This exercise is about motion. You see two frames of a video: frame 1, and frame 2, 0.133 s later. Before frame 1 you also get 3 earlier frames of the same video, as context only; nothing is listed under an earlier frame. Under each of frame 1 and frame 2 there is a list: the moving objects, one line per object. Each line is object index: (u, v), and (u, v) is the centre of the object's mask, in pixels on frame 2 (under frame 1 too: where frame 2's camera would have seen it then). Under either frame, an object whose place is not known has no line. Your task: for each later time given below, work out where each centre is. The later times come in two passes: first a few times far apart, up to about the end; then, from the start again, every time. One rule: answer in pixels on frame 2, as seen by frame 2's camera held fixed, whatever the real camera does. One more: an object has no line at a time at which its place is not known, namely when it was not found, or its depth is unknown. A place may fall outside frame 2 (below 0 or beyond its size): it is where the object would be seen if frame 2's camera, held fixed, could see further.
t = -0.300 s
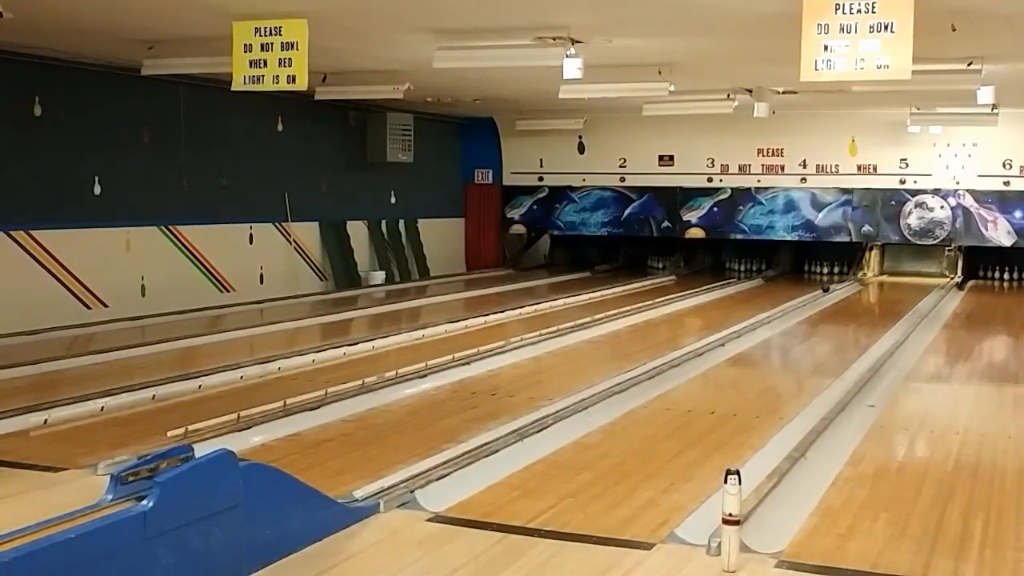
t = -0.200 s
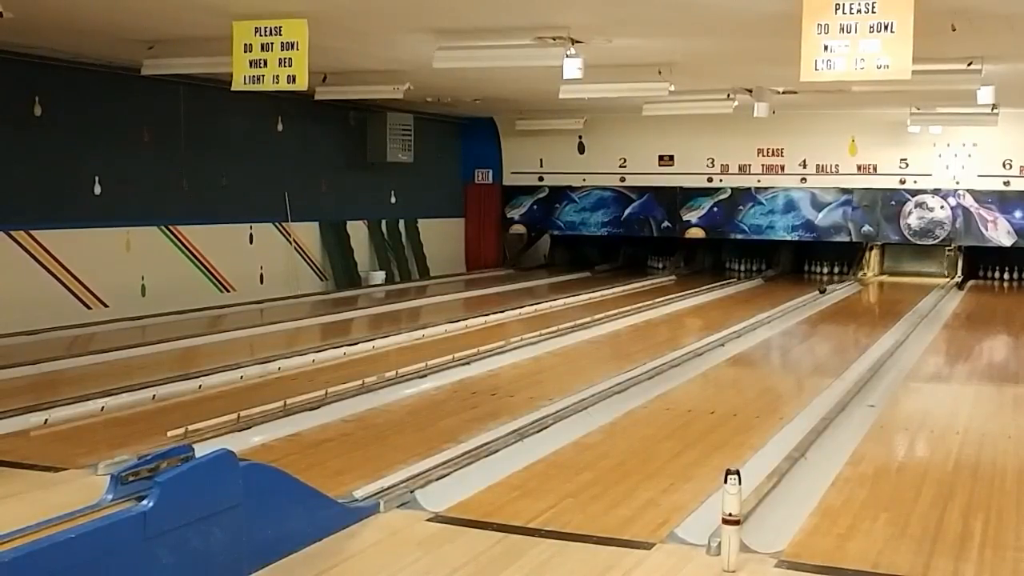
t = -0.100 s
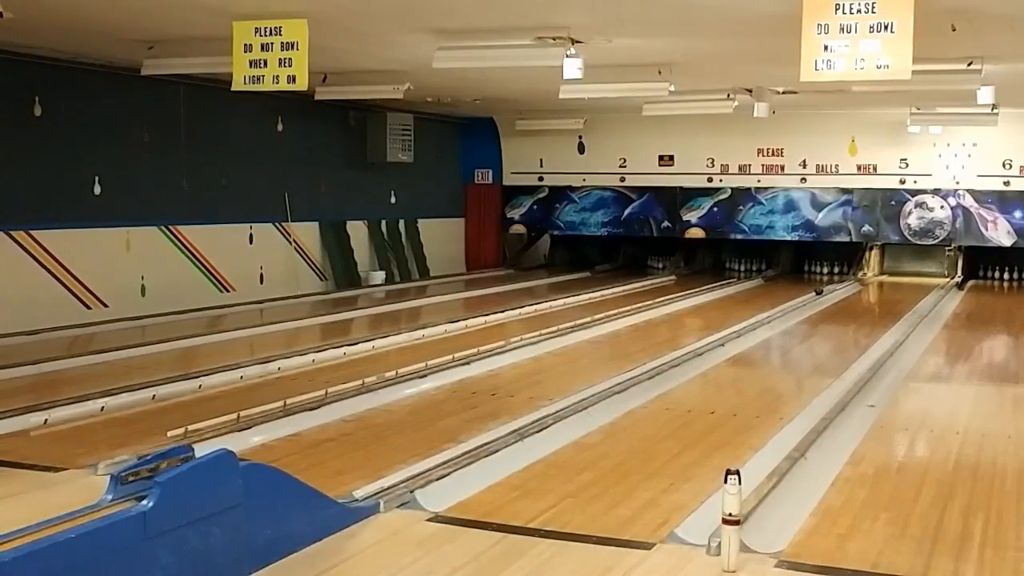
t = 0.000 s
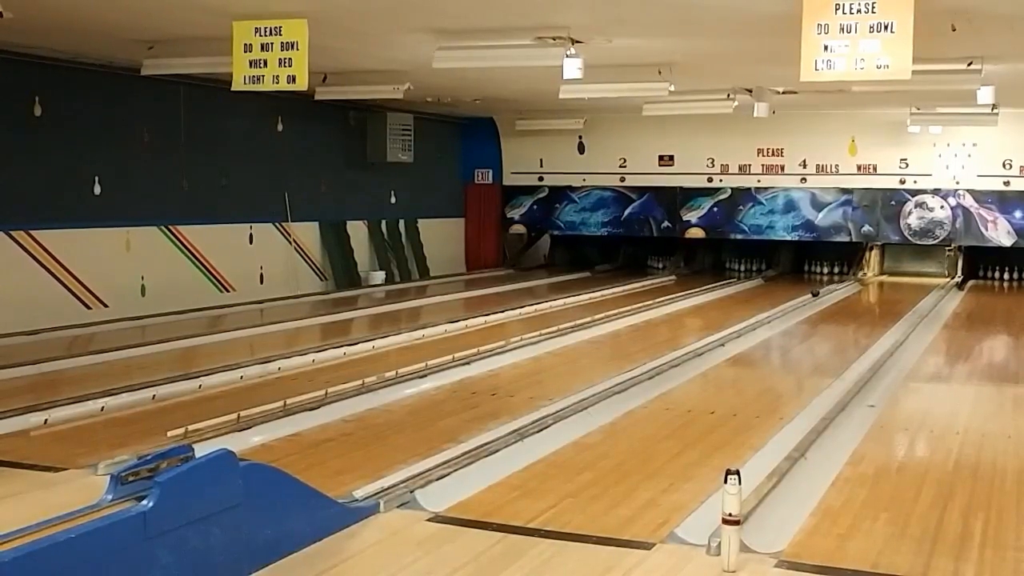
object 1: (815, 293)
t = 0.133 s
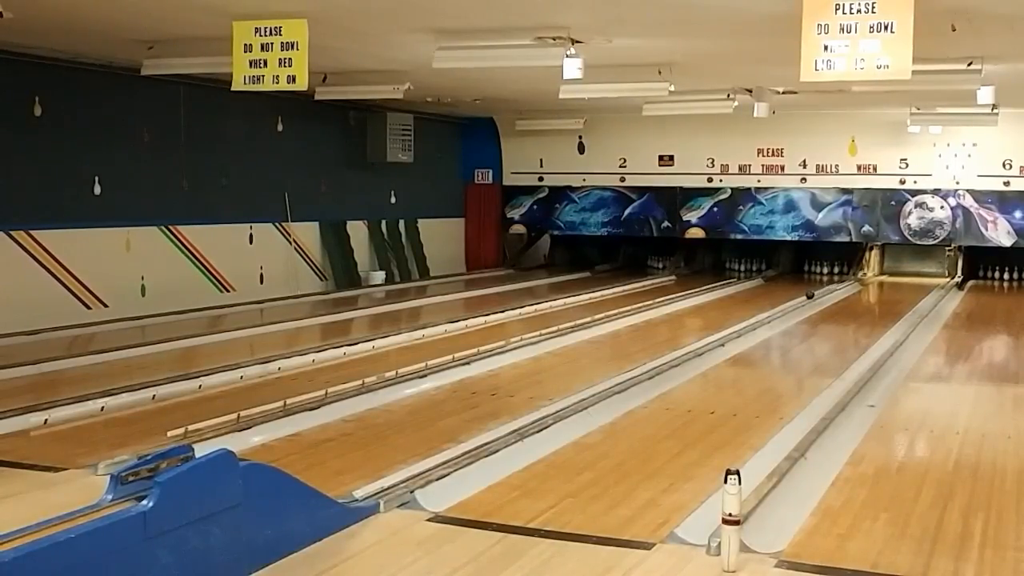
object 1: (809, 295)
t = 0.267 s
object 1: (804, 297)
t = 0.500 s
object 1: (794, 301)
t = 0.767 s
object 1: (782, 307)
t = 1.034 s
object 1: (768, 313)
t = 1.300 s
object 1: (753, 319)
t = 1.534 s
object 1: (739, 325)
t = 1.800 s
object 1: (720, 334)
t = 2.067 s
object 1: (699, 343)
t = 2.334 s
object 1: (675, 353)
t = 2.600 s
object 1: (648, 365)
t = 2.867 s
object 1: (617, 378)
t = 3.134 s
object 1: (580, 394)
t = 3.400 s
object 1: (536, 414)
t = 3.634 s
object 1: (490, 434)
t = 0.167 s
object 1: (808, 295)
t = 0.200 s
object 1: (807, 296)
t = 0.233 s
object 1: (806, 296)
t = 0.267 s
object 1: (804, 297)
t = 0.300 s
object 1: (803, 298)
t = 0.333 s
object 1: (801, 299)
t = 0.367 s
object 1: (800, 299)
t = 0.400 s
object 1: (798, 300)
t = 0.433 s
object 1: (797, 300)
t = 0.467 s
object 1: (796, 300)
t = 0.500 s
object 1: (794, 301)
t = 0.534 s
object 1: (793, 302)
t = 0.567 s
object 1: (791, 302)
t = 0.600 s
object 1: (790, 303)
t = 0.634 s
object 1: (788, 304)
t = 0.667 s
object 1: (787, 304)
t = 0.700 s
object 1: (785, 305)
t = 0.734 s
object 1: (783, 306)
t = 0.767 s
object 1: (782, 307)
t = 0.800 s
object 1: (780, 307)
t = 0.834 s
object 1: (778, 308)
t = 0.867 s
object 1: (777, 309)
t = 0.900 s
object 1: (775, 309)
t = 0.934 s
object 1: (773, 310)
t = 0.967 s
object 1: (771, 311)
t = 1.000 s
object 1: (770, 312)
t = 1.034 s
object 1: (768, 313)
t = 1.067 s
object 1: (766, 313)
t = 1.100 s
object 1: (764, 314)
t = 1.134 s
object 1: (763, 315)
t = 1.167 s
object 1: (761, 316)
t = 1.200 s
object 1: (759, 317)
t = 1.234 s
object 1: (757, 318)
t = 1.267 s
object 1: (755, 318)
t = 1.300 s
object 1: (753, 319)
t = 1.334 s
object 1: (751, 320)
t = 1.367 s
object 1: (749, 321)
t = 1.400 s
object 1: (747, 322)
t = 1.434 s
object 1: (745, 323)
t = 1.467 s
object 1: (743, 324)
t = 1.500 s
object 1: (741, 324)
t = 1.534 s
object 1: (739, 325)
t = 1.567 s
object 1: (737, 326)
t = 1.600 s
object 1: (734, 327)
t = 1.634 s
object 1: (732, 328)
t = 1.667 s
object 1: (729, 329)
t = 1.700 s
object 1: (727, 330)
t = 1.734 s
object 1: (724, 331)
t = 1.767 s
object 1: (722, 333)
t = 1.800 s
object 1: (720, 334)
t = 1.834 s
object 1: (717, 335)
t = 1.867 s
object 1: (715, 336)
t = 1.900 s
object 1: (712, 337)
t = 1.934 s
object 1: (710, 338)
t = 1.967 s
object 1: (707, 339)
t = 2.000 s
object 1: (705, 340)
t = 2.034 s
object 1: (702, 342)
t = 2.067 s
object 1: (699, 343)
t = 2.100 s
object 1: (696, 344)
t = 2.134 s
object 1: (693, 345)
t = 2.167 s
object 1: (691, 346)
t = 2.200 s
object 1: (688, 348)
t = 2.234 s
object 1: (684, 349)
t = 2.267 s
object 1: (681, 350)
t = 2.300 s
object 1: (678, 352)
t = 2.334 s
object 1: (675, 353)
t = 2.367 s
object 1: (672, 355)
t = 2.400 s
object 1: (669, 356)
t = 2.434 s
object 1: (666, 357)
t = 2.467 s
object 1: (662, 359)
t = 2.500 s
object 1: (659, 360)
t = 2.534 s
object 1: (656, 362)
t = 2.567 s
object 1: (652, 363)
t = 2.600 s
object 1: (648, 365)
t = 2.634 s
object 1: (645, 367)
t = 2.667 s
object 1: (641, 368)
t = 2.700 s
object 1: (637, 370)
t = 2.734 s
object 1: (633, 371)
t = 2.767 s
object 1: (630, 373)
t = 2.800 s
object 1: (625, 374)
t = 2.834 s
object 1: (621, 376)
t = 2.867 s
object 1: (617, 378)
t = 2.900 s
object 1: (612, 380)
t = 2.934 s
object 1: (608, 382)
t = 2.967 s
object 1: (603, 384)
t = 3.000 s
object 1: (599, 386)
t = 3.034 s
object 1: (594, 388)
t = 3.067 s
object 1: (589, 390)
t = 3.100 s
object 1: (585, 392)
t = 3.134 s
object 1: (580, 394)
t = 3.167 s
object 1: (575, 397)
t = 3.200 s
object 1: (570, 399)
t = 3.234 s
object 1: (564, 401)
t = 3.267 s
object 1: (559, 404)
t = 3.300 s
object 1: (553, 406)
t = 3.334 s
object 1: (548, 409)
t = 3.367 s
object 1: (542, 411)
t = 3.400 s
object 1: (536, 414)
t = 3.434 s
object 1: (530, 416)
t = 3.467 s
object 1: (523, 420)
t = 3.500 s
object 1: (517, 422)
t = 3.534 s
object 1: (511, 425)
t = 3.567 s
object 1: (504, 428)
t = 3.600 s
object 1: (497, 431)
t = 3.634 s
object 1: (490, 434)
